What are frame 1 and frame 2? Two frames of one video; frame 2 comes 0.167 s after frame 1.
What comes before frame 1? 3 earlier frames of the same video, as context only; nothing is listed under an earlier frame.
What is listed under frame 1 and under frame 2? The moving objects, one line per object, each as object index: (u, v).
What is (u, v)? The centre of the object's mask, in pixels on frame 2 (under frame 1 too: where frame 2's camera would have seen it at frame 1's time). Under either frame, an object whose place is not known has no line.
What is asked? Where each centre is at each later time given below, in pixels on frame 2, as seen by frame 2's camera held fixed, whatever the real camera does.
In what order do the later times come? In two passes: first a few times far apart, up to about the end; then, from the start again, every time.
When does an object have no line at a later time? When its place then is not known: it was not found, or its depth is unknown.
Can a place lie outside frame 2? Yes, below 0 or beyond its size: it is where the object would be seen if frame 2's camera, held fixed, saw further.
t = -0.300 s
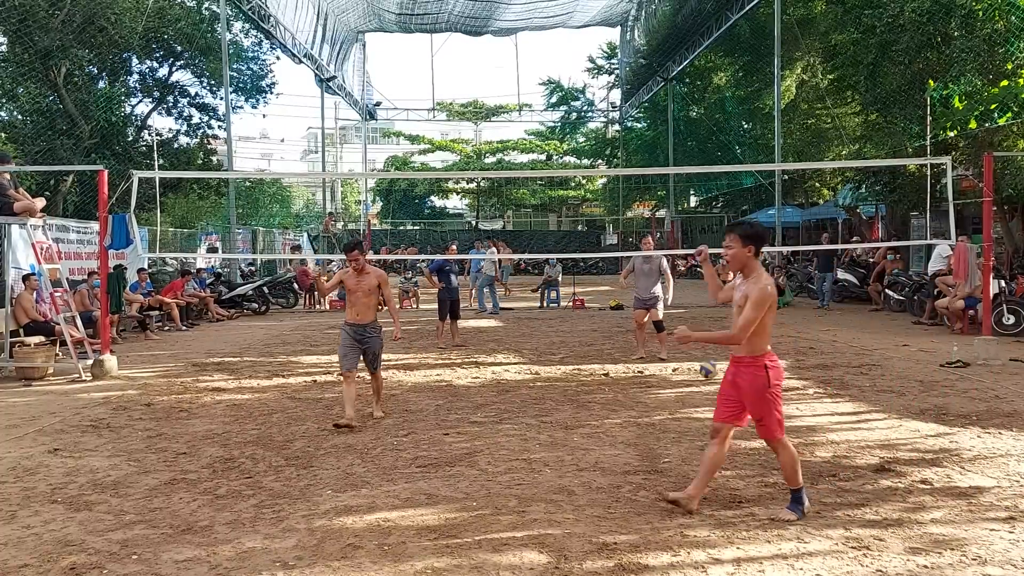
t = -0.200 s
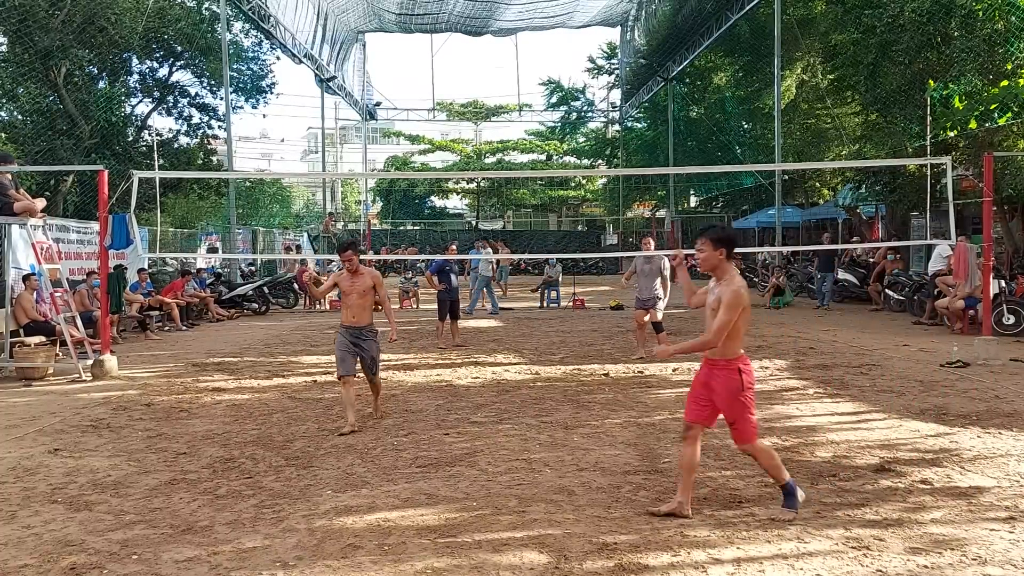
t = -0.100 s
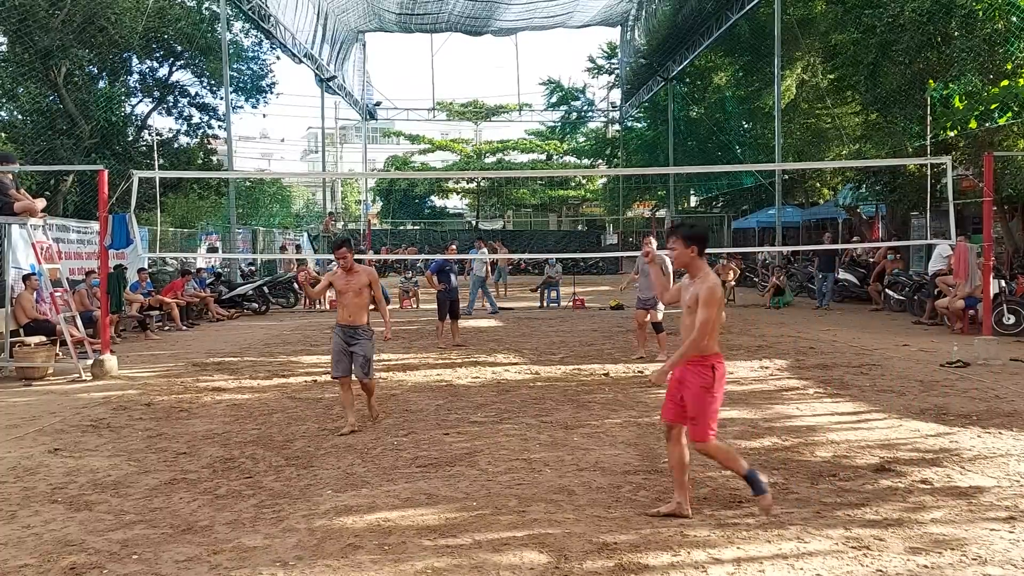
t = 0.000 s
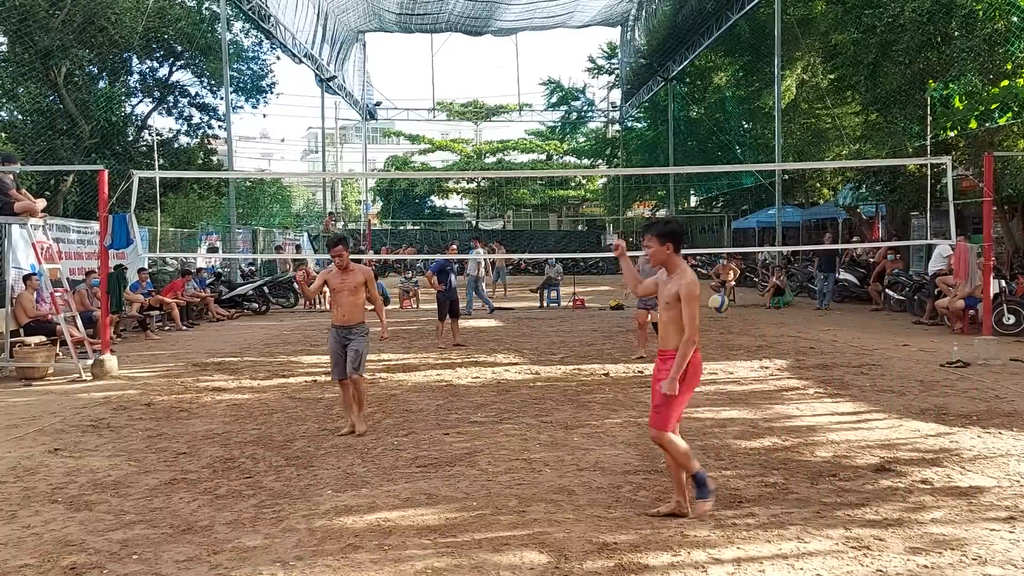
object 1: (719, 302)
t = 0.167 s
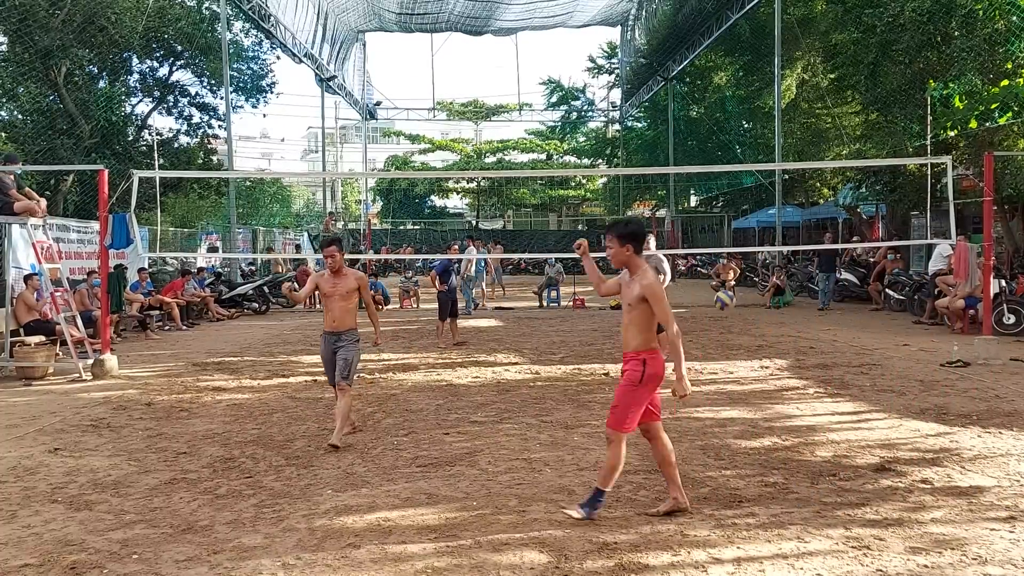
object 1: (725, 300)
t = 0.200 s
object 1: (726, 303)
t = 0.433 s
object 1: (734, 355)
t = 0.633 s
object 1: (742, 372)
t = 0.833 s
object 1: (749, 352)
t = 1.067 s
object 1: (757, 390)
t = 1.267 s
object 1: (765, 420)
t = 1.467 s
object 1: (774, 417)
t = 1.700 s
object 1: (786, 471)
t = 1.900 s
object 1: (790, 480)
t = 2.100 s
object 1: (795, 498)
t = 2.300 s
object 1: (802, 537)
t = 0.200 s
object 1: (726, 303)
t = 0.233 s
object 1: (727, 307)
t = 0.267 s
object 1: (729, 312)
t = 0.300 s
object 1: (730, 318)
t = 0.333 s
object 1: (731, 325)
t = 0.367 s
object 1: (732, 334)
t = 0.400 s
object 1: (733, 343)
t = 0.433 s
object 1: (734, 355)
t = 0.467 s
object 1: (736, 368)
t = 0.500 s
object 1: (738, 383)
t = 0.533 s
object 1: (739, 396)
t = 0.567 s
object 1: (740, 387)
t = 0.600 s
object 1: (741, 380)
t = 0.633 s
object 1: (742, 372)
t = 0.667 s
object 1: (743, 366)
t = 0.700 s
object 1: (744, 361)
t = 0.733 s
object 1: (745, 357)
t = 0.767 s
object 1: (746, 354)
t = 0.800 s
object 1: (747, 353)
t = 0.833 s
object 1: (749, 352)
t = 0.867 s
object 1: (750, 353)
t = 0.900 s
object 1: (751, 355)
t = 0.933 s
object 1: (751, 360)
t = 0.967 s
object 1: (753, 364)
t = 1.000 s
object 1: (754, 371)
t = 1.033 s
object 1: (755, 379)
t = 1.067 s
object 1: (757, 390)
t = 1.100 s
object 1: (759, 400)
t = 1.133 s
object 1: (760, 413)
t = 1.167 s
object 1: (761, 428)
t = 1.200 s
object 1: (762, 432)
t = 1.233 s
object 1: (764, 425)
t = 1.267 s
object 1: (765, 420)
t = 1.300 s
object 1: (767, 416)
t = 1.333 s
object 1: (768, 414)
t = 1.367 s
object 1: (769, 413)
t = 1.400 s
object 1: (770, 413)
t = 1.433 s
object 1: (773, 414)
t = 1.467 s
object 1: (774, 417)
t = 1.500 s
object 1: (776, 423)
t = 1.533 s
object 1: (778, 429)
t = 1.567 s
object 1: (779, 438)
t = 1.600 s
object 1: (781, 450)
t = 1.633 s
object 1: (783, 463)
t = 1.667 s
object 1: (785, 476)
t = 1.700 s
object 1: (786, 471)
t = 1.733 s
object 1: (786, 468)
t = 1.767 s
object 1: (787, 466)
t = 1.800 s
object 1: (788, 467)
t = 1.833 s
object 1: (788, 469)
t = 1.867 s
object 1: (789, 473)
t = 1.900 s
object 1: (790, 480)
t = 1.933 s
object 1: (791, 487)
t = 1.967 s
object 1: (792, 498)
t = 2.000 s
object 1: (793, 506)
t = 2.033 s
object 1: (793, 502)
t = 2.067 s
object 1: (794, 498)
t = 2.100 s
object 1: (795, 498)
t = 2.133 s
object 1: (796, 498)
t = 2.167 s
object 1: (797, 501)
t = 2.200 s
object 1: (797, 507)
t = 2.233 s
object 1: (798, 515)
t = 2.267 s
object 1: (800, 524)
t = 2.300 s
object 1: (802, 537)
